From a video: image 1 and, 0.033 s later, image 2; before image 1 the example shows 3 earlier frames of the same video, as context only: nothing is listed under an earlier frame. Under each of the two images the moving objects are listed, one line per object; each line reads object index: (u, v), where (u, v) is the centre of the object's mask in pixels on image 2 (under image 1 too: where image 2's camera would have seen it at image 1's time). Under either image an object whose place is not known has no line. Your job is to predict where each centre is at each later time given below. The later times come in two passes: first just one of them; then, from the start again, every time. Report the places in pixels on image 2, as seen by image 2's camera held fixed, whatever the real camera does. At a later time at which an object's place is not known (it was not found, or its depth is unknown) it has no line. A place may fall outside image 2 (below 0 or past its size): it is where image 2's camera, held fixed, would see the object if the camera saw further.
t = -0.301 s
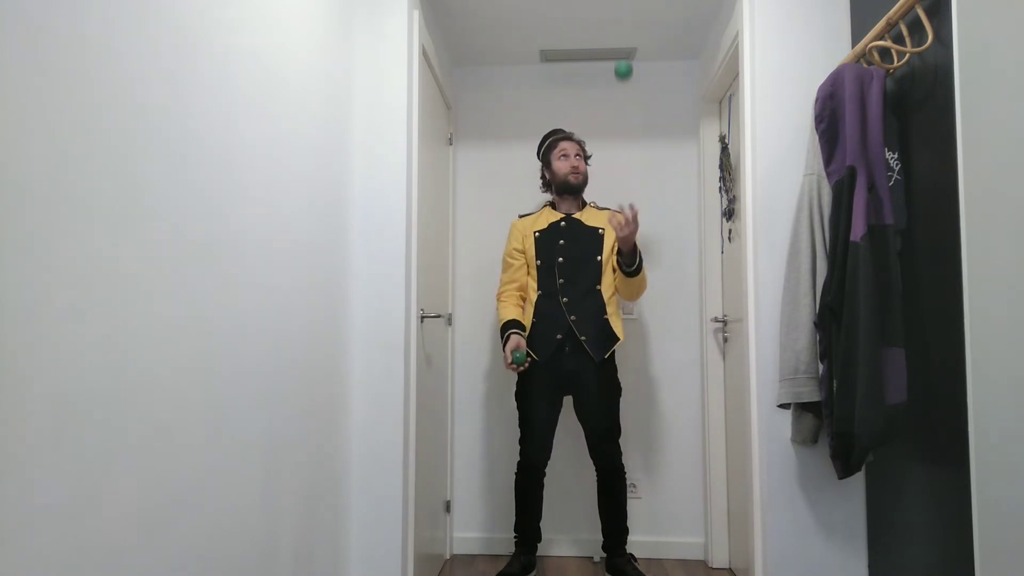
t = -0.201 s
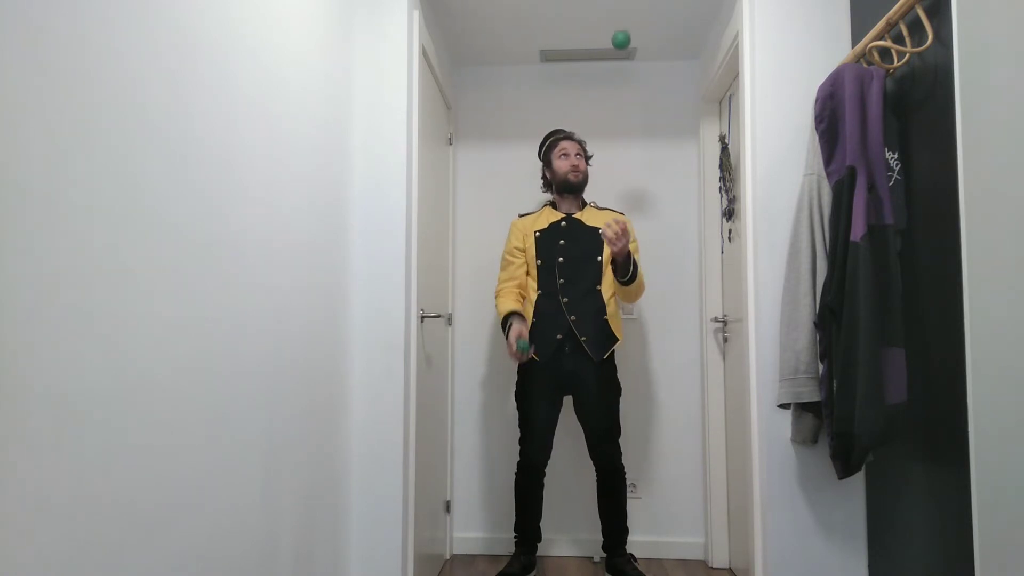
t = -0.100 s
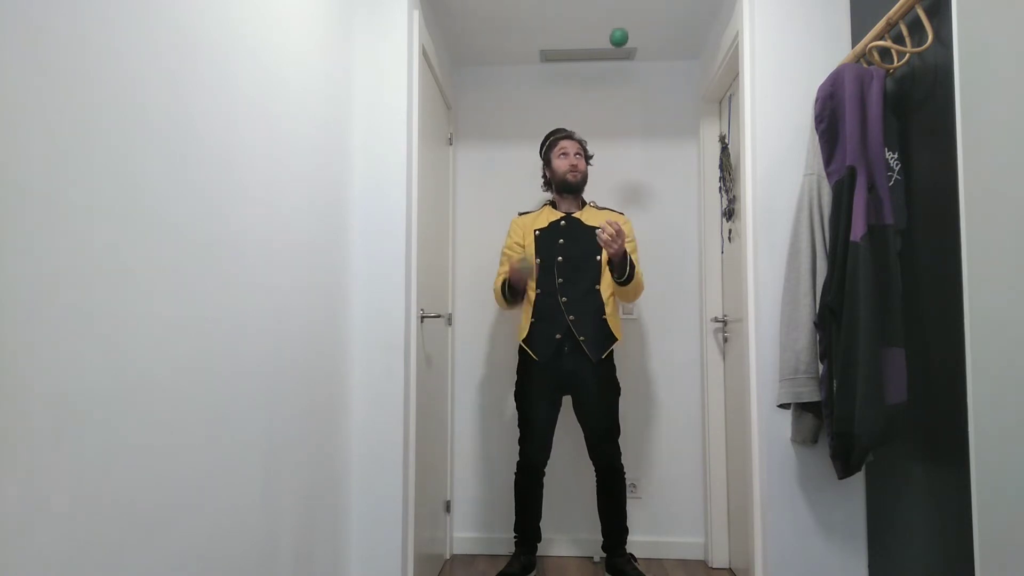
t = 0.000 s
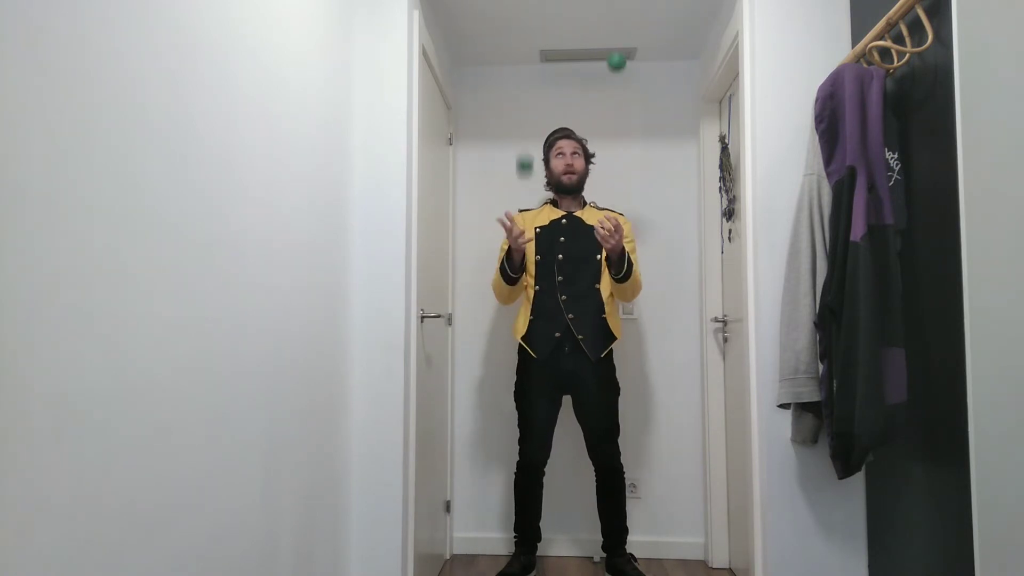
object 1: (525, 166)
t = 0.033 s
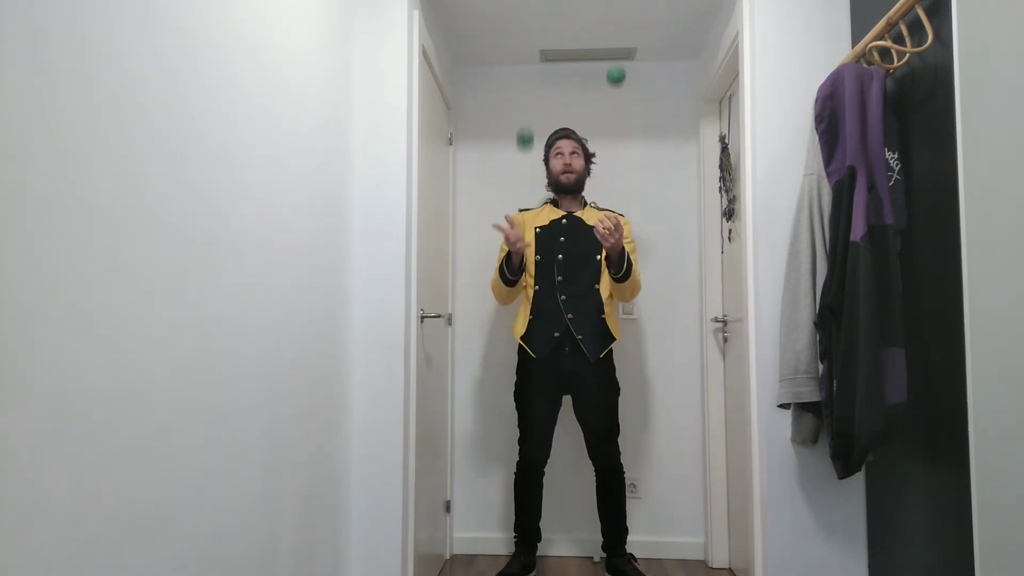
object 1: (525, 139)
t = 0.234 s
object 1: (526, 51)
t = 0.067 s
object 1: (525, 116)
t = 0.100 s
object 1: (525, 97)
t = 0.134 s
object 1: (526, 80)
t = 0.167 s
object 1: (526, 68)
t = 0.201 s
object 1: (526, 58)
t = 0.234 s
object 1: (526, 51)
